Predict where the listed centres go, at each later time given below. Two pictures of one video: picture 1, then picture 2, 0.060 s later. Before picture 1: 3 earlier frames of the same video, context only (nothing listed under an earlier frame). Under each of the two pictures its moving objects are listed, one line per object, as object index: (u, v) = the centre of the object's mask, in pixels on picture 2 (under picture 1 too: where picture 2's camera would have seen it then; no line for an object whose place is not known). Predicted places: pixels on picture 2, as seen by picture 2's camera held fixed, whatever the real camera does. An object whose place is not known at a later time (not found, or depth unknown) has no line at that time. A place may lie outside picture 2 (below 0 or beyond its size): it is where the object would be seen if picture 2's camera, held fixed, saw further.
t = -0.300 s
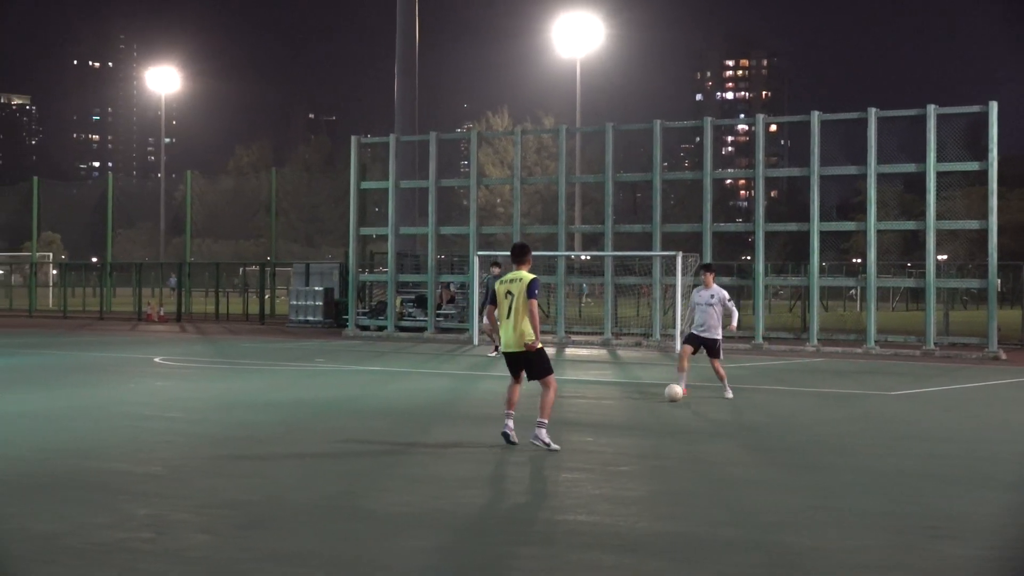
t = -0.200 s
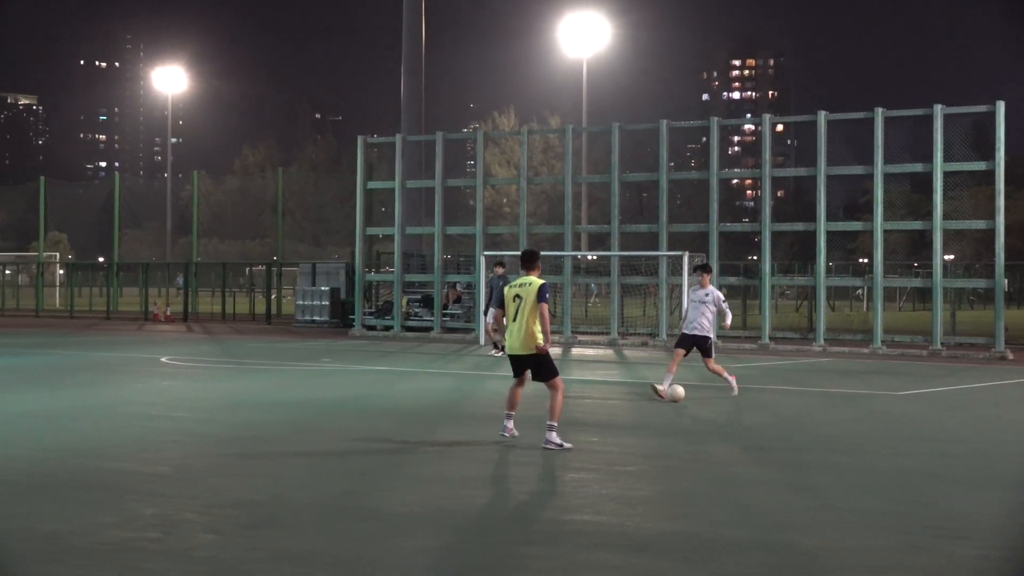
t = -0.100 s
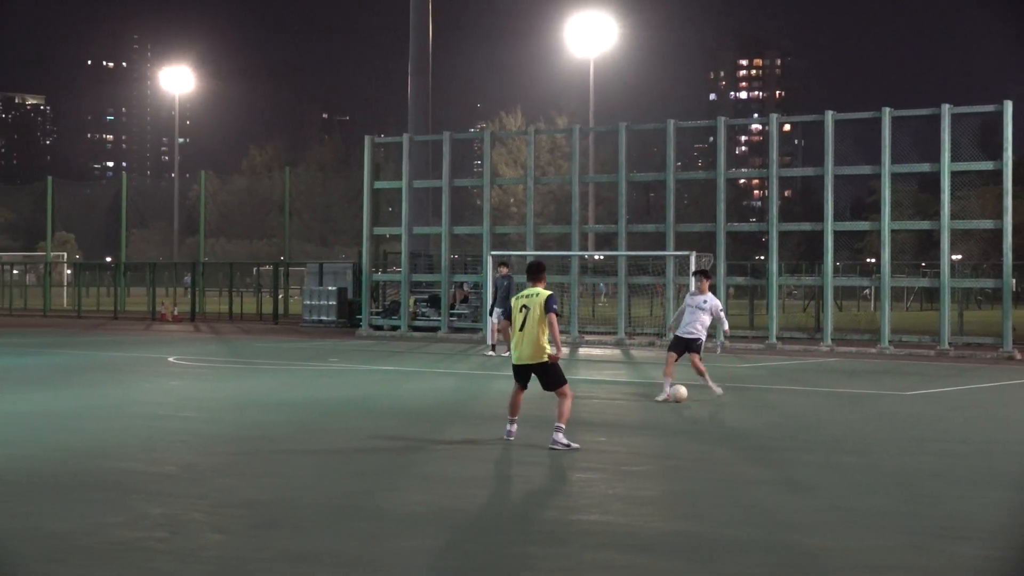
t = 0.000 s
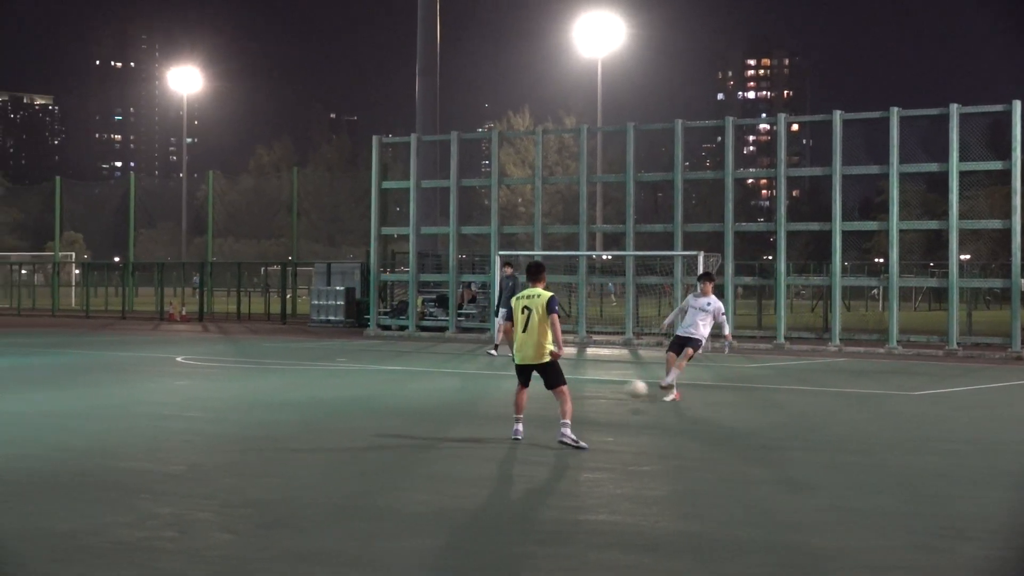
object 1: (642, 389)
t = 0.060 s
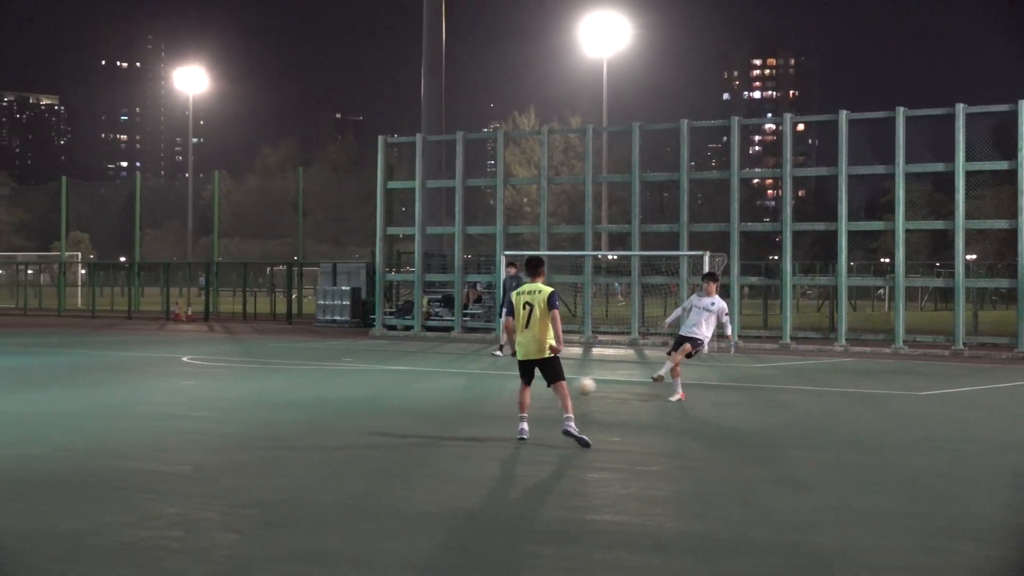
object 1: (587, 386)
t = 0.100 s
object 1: (545, 389)
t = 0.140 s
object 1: (504, 386)
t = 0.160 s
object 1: (484, 387)
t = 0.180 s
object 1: (462, 389)
